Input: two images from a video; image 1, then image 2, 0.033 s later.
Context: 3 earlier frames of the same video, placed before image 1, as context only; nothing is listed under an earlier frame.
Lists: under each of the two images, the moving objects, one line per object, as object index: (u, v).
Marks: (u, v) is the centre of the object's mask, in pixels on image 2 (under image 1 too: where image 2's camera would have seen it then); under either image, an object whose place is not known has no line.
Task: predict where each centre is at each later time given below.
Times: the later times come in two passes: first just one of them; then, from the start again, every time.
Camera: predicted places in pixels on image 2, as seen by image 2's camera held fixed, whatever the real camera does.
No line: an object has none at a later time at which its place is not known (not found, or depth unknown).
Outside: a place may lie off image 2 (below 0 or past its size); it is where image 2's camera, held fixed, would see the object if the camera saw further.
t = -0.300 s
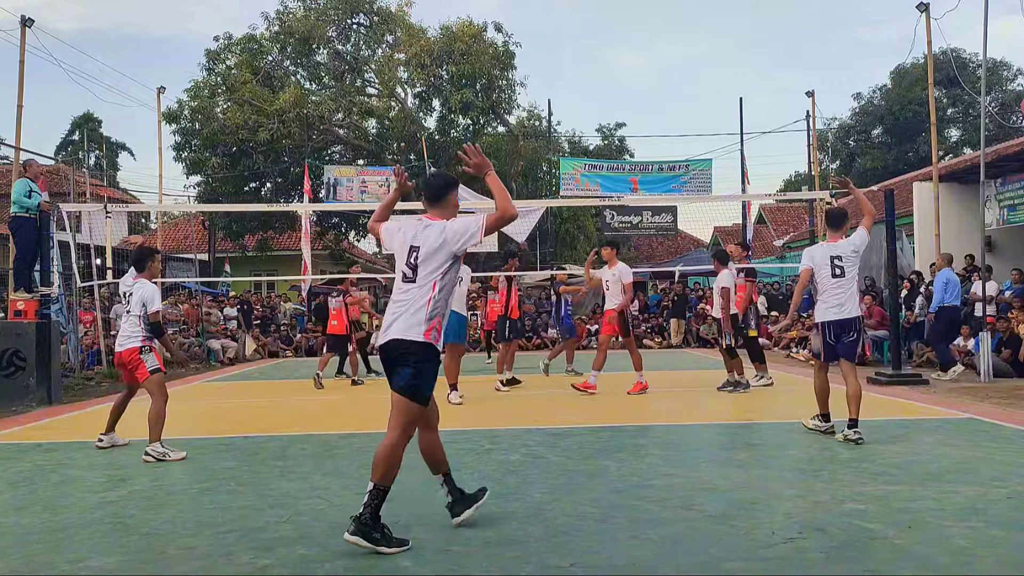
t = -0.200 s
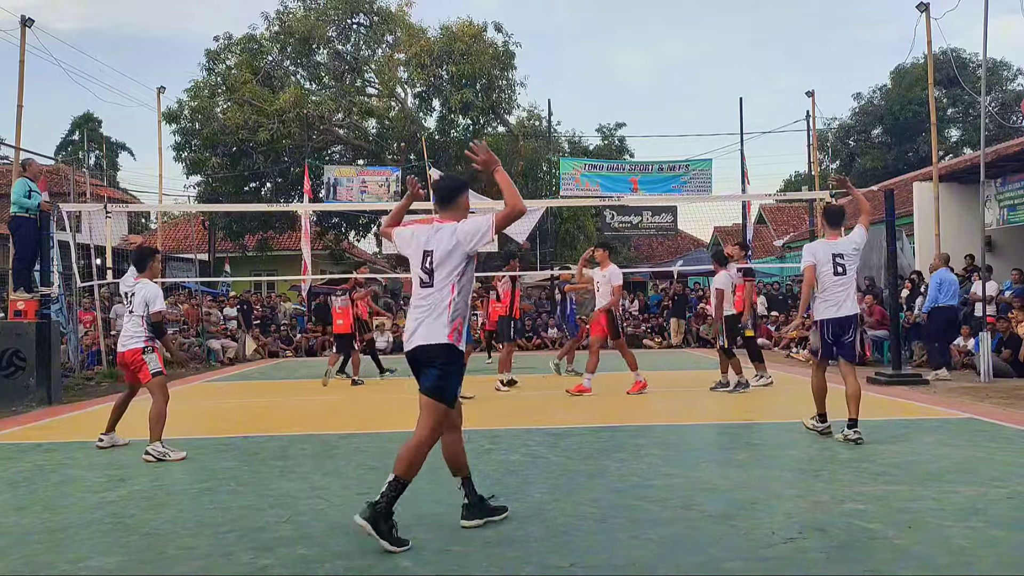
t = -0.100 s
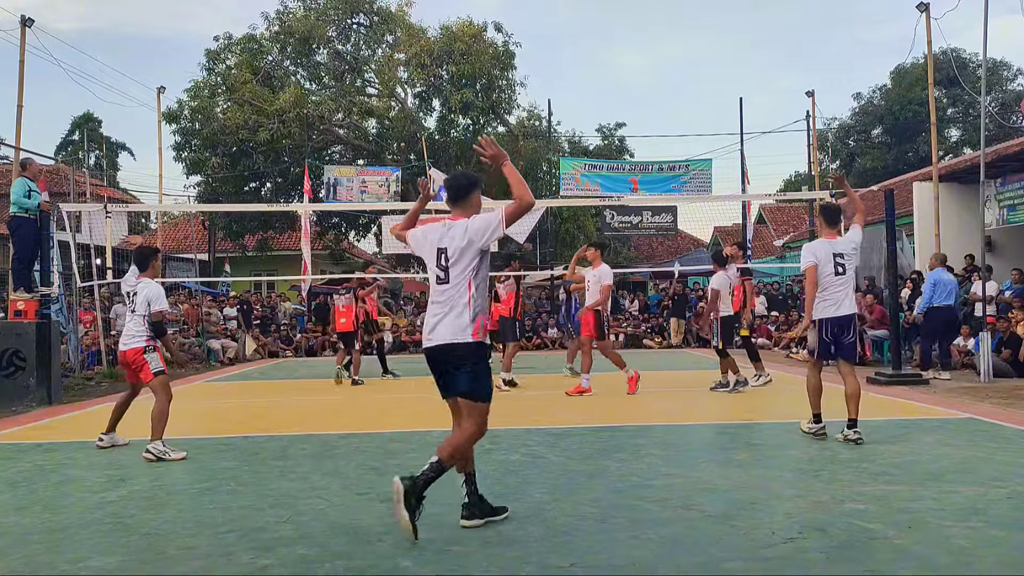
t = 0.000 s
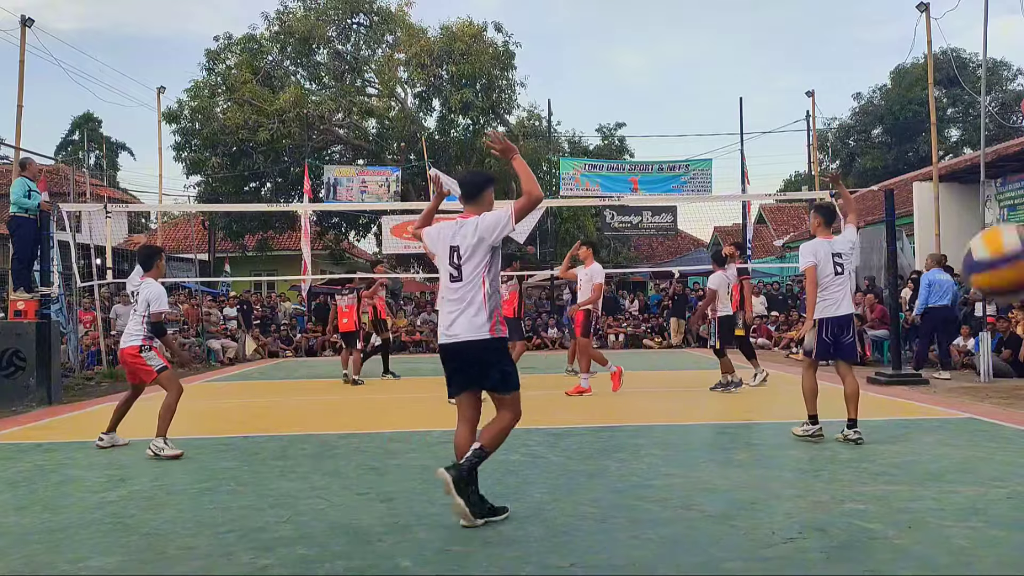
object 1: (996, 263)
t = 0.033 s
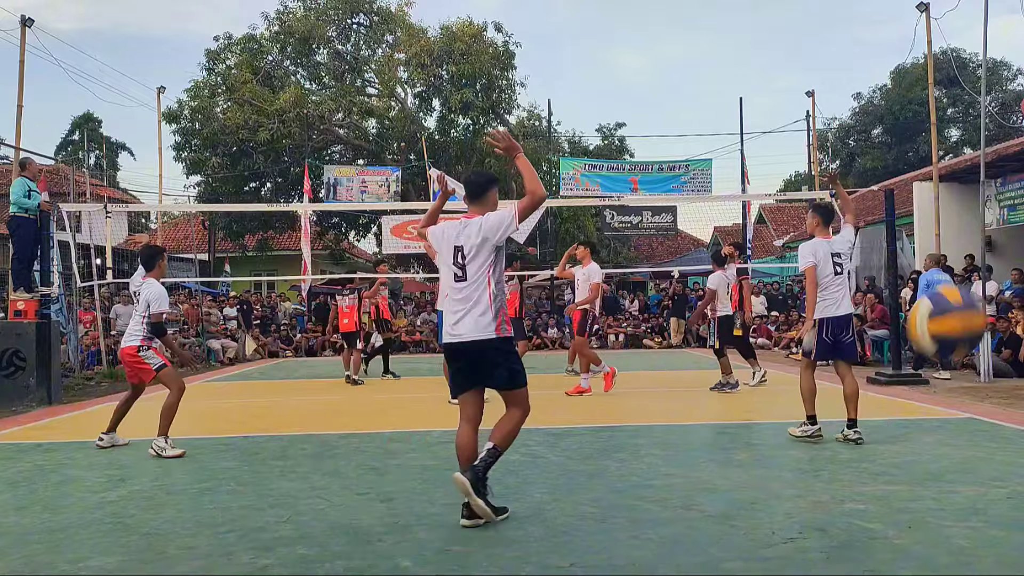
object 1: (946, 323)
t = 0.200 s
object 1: (755, 551)
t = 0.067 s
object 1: (899, 376)
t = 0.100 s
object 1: (856, 429)
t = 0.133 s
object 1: (816, 478)
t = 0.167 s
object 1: (780, 527)
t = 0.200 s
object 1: (755, 551)
